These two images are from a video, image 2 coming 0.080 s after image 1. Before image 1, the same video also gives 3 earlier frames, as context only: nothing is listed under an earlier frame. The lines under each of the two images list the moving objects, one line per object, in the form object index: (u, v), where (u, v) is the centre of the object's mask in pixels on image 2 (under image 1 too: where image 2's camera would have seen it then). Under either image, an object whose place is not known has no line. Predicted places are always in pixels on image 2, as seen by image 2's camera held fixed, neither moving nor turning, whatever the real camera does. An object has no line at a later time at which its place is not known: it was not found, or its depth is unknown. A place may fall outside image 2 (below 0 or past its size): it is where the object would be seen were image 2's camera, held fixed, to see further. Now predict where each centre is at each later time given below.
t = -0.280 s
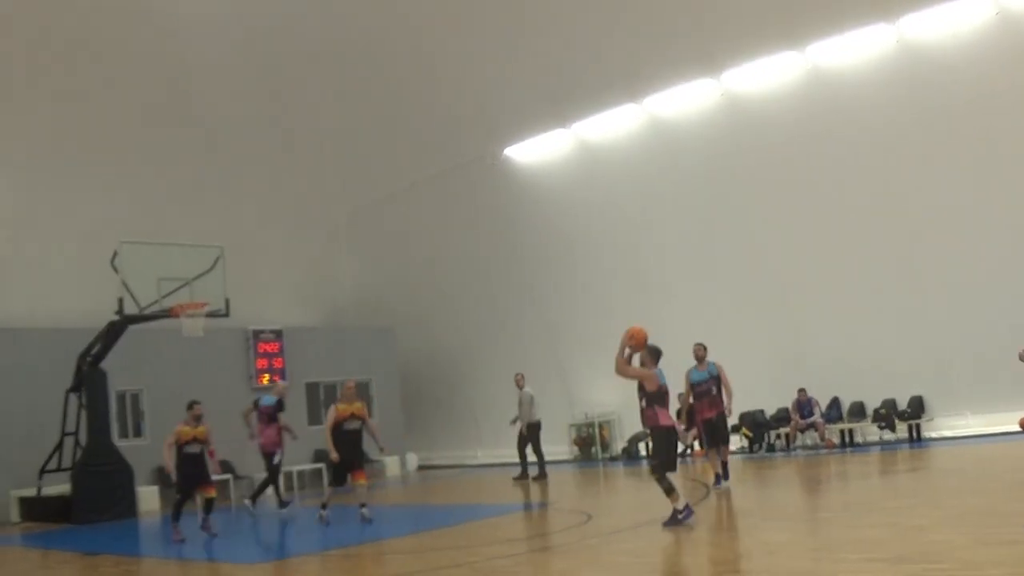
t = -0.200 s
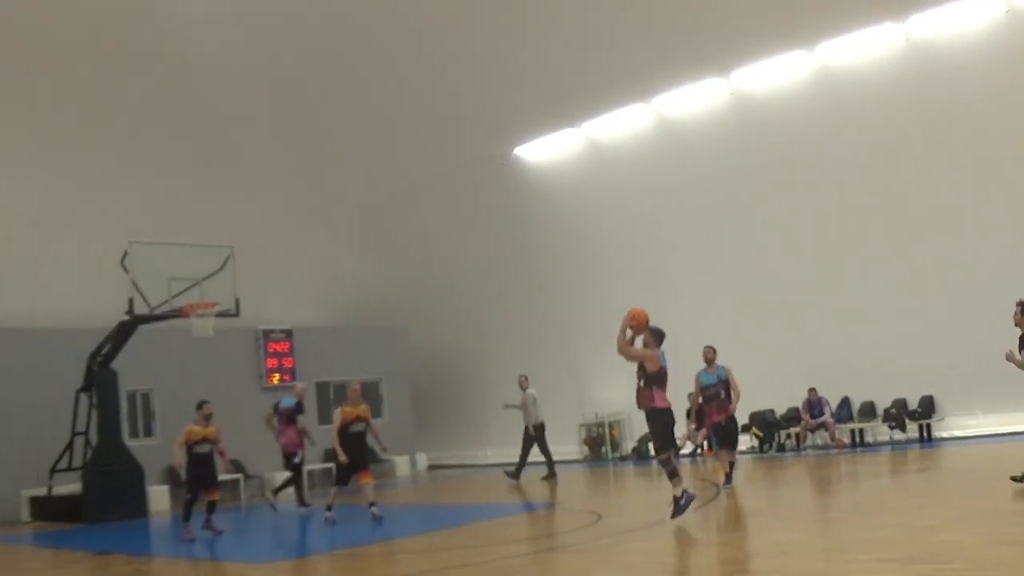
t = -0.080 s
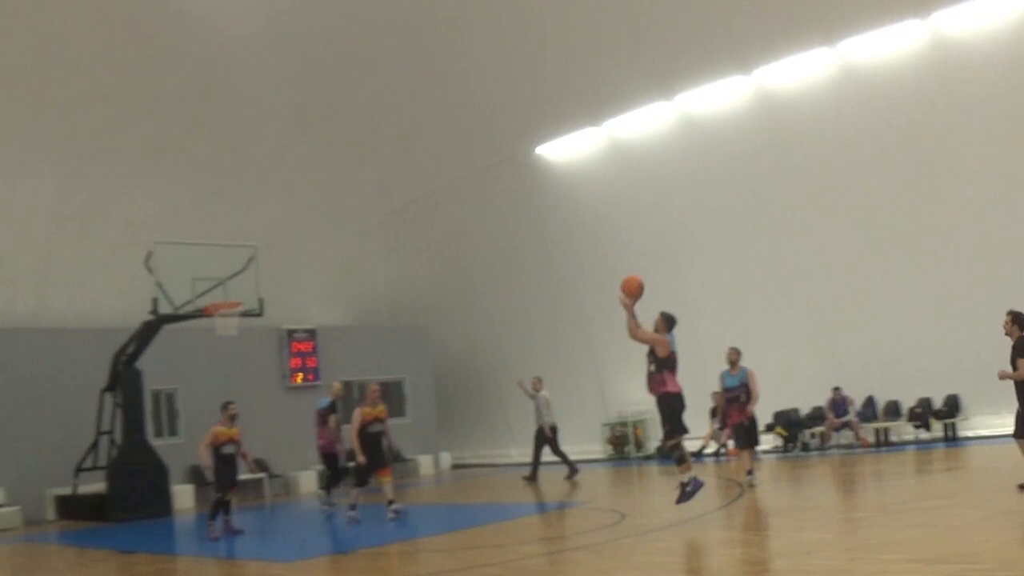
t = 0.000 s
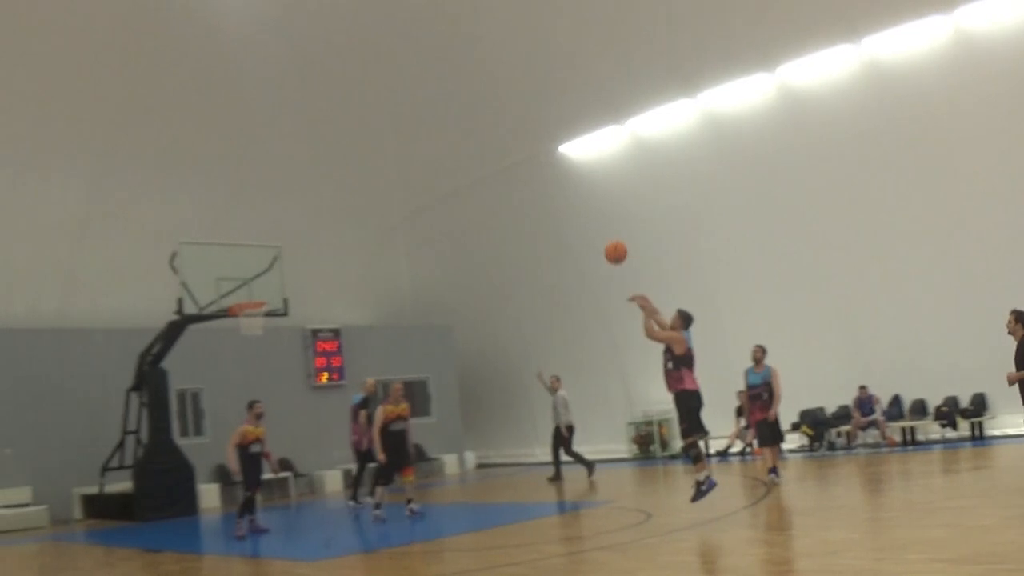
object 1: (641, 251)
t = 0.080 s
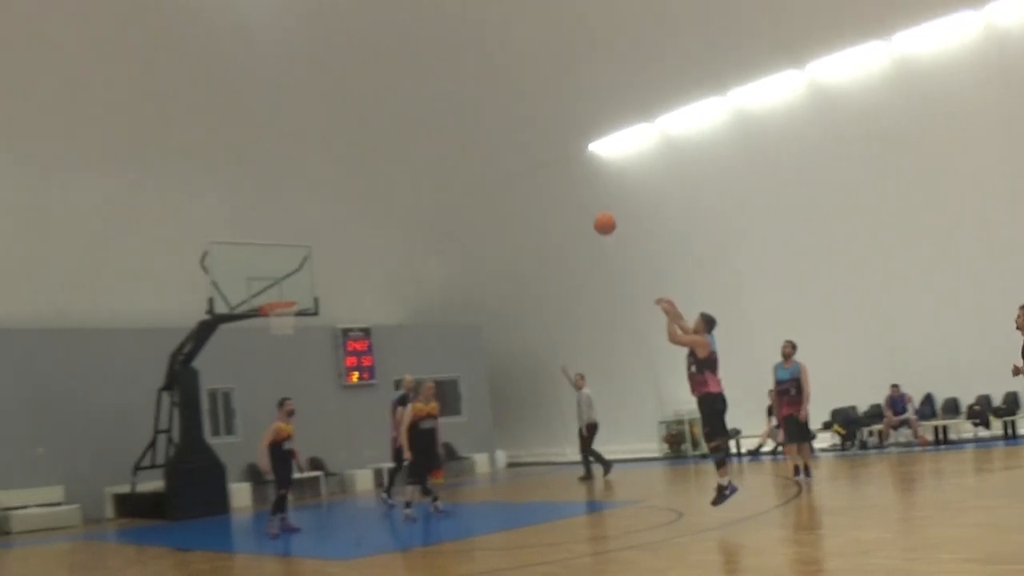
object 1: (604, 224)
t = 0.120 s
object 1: (588, 213)
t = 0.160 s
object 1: (574, 203)
